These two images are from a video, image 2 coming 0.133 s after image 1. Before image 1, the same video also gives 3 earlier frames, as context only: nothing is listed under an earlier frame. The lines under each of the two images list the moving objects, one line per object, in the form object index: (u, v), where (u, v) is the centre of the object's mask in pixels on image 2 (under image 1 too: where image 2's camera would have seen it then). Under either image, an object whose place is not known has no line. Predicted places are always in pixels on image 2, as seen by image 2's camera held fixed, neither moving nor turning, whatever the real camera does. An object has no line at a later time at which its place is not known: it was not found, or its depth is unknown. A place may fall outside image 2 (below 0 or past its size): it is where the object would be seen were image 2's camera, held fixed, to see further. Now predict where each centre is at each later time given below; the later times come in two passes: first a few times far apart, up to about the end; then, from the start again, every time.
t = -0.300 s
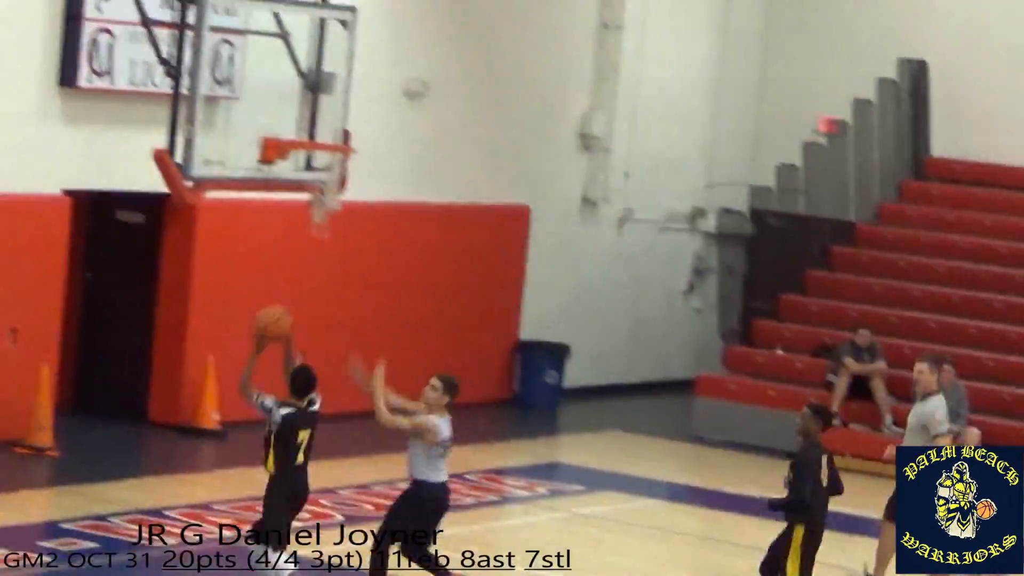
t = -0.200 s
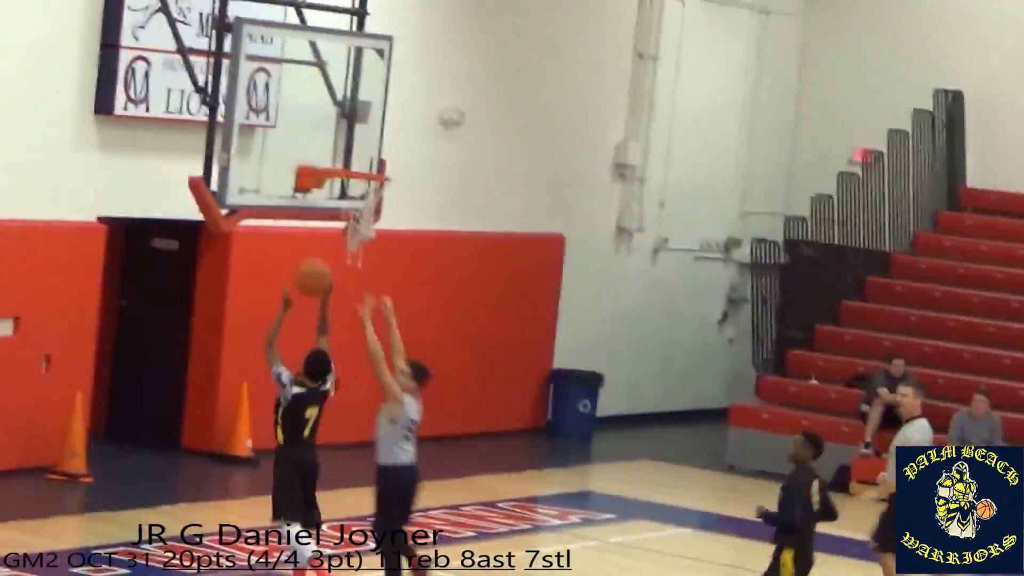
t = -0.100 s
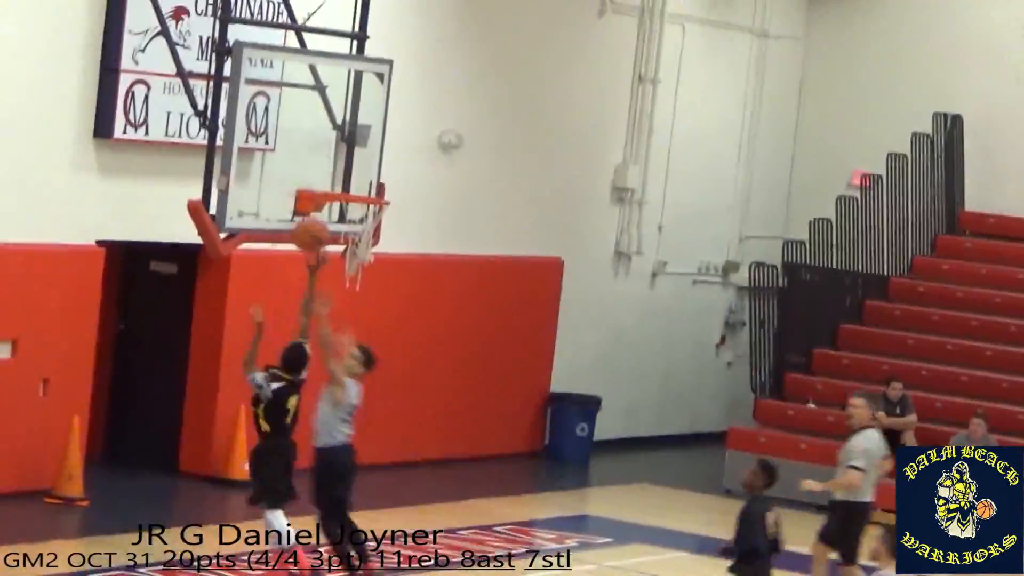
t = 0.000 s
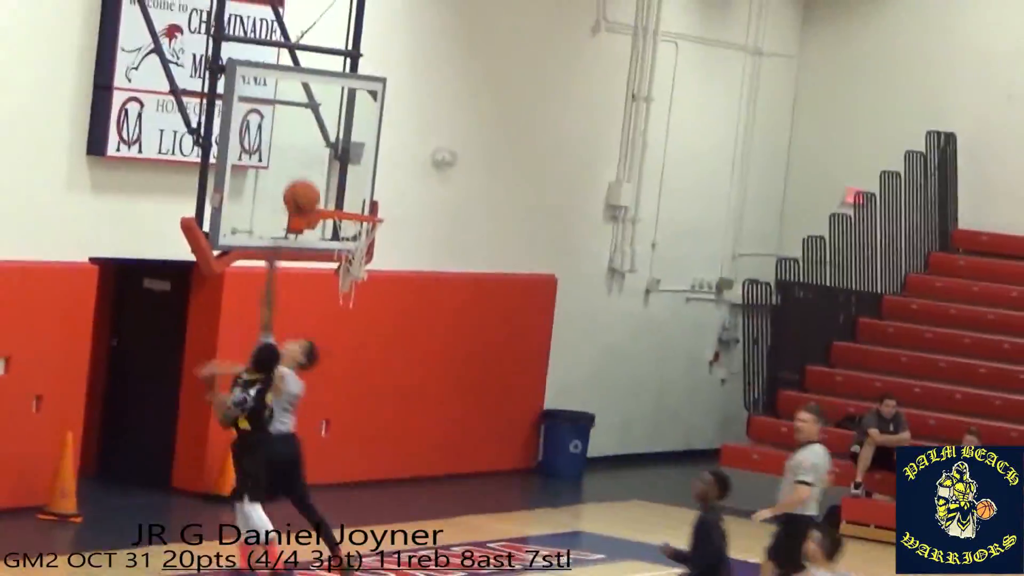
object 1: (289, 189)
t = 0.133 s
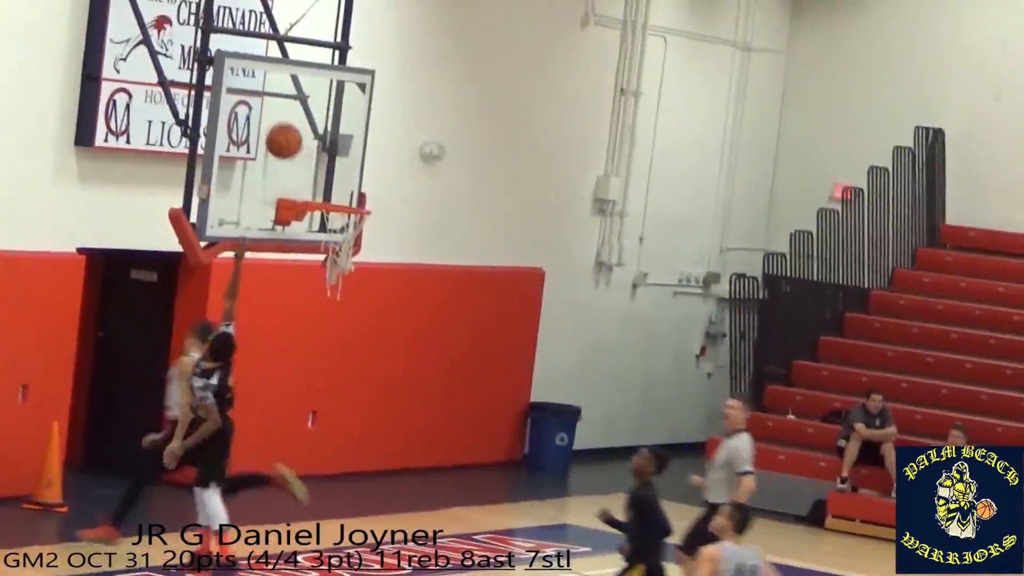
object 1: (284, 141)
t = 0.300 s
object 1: (316, 146)
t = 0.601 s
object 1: (336, 194)
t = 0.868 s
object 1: (321, 233)
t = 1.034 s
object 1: (318, 274)
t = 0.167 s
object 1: (286, 136)
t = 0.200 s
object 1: (293, 136)
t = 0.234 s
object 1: (301, 137)
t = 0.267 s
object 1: (308, 141)
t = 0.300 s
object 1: (316, 146)
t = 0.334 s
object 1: (323, 151)
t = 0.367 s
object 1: (330, 159)
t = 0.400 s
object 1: (336, 169)
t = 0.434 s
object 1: (342, 180)
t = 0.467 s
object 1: (349, 193)
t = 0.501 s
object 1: (348, 194)
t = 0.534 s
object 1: (345, 194)
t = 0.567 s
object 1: (340, 193)
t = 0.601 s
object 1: (336, 194)
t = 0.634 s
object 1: (332, 198)
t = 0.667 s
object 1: (331, 202)
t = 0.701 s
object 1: (330, 205)
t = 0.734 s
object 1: (328, 210)
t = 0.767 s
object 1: (328, 217)
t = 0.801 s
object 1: (327, 224)
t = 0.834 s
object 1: (325, 229)
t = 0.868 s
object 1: (321, 233)
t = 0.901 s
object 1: (317, 241)
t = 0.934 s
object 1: (319, 247)
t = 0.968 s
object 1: (318, 255)
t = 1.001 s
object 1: (319, 262)
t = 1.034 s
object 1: (318, 274)
